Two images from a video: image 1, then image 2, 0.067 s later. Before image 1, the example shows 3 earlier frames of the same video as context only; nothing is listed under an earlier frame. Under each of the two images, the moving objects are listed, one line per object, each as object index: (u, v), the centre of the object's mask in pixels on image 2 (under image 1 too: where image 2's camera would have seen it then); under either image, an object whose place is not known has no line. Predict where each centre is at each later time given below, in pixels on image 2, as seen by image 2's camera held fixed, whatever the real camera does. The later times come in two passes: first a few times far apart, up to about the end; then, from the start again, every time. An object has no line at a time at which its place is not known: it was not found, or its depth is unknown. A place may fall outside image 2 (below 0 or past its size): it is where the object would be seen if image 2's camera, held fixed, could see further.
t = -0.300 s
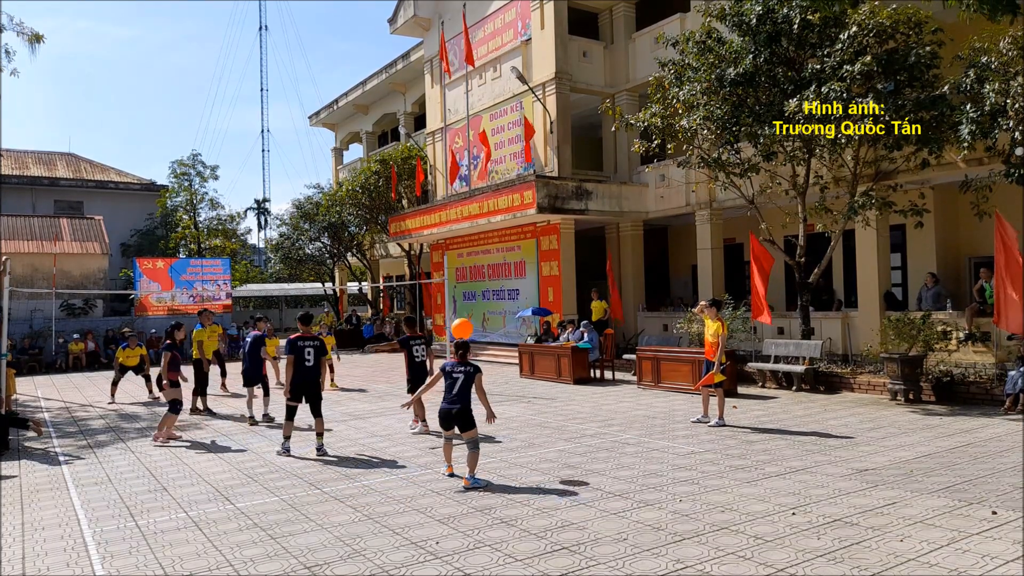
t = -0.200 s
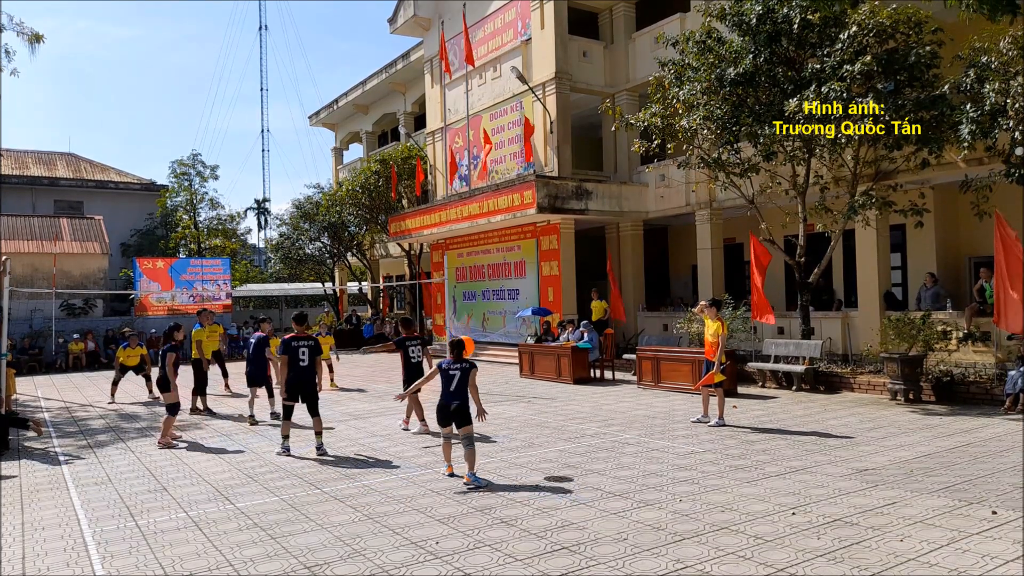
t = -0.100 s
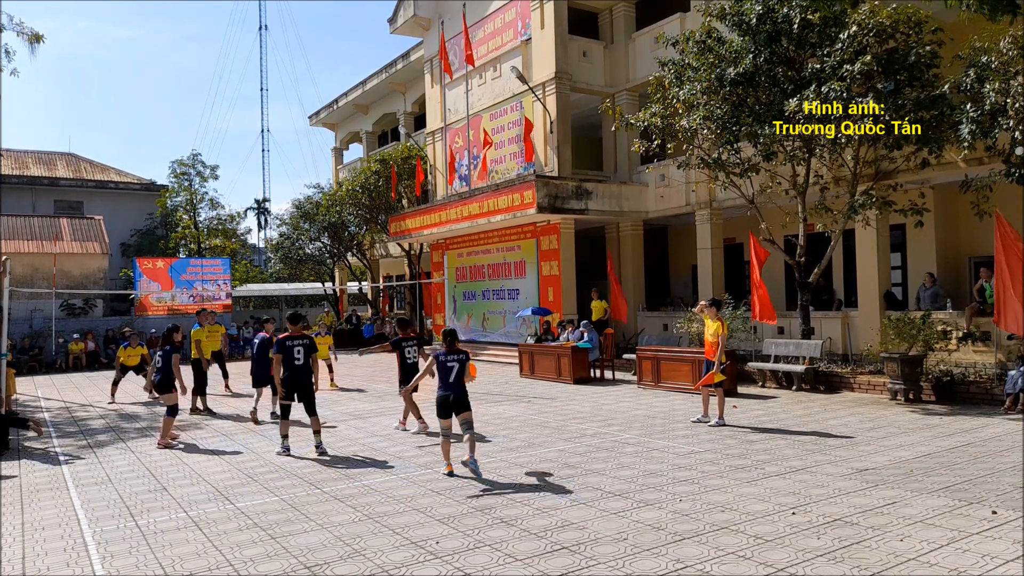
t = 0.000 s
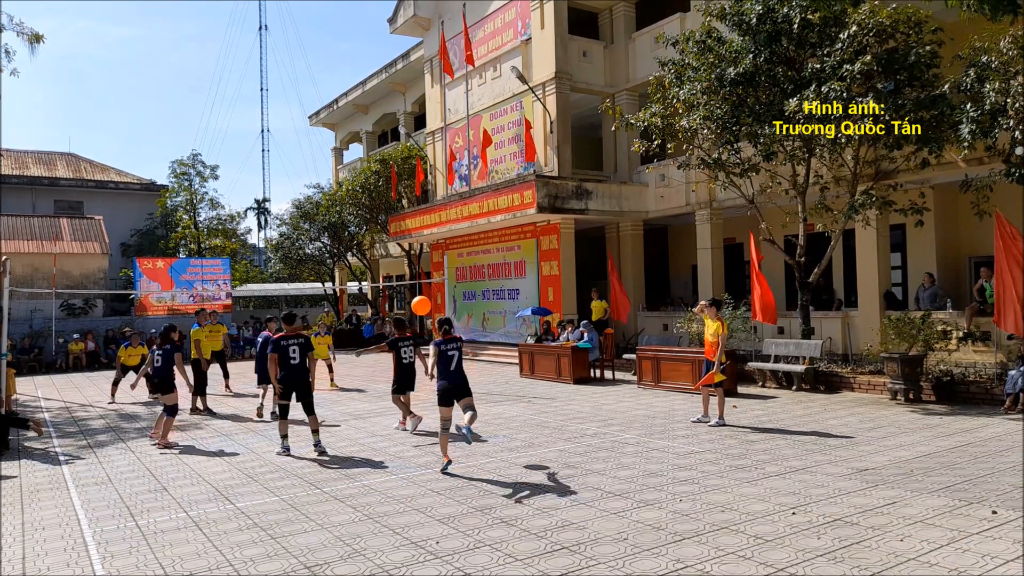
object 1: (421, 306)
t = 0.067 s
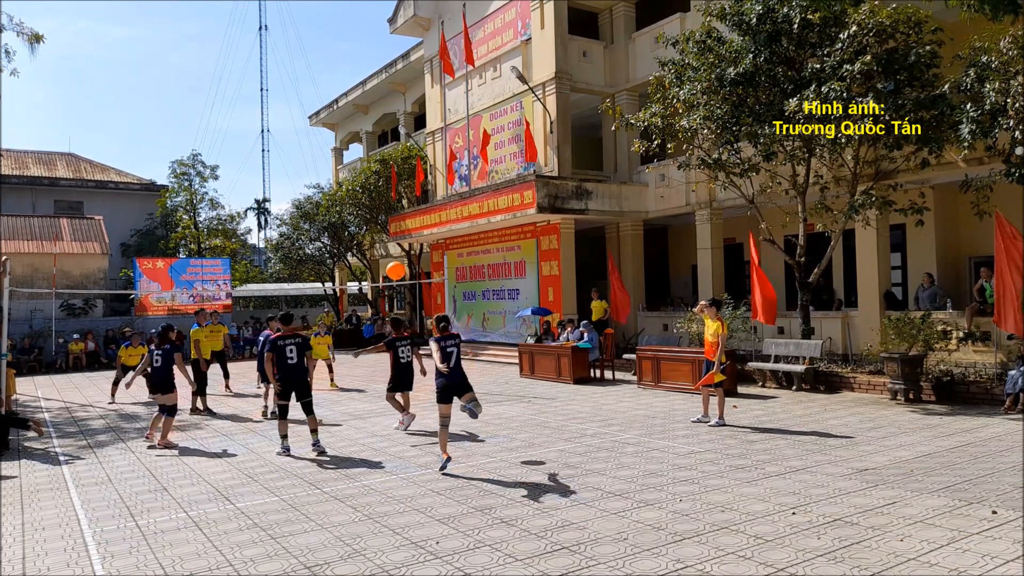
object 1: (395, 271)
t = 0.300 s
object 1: (338, 197)
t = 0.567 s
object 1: (303, 175)
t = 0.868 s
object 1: (279, 196)
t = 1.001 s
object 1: (271, 218)
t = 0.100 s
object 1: (384, 256)
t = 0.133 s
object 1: (374, 242)
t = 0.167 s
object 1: (366, 230)
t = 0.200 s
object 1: (358, 220)
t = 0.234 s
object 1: (350, 211)
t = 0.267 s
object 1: (344, 203)
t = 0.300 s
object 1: (338, 197)
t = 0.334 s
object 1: (333, 191)
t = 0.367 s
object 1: (328, 187)
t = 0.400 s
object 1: (323, 183)
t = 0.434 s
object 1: (318, 180)
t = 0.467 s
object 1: (314, 178)
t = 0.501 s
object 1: (310, 176)
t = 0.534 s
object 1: (307, 176)
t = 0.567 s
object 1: (303, 175)
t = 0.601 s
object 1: (300, 176)
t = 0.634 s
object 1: (297, 176)
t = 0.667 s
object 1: (294, 178)
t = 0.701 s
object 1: (291, 180)
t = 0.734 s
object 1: (288, 182)
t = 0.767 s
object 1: (286, 185)
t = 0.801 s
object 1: (283, 188)
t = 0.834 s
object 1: (281, 192)
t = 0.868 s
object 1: (279, 196)
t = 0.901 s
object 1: (276, 201)
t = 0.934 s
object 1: (274, 206)
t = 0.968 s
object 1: (272, 212)
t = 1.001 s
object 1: (271, 218)
